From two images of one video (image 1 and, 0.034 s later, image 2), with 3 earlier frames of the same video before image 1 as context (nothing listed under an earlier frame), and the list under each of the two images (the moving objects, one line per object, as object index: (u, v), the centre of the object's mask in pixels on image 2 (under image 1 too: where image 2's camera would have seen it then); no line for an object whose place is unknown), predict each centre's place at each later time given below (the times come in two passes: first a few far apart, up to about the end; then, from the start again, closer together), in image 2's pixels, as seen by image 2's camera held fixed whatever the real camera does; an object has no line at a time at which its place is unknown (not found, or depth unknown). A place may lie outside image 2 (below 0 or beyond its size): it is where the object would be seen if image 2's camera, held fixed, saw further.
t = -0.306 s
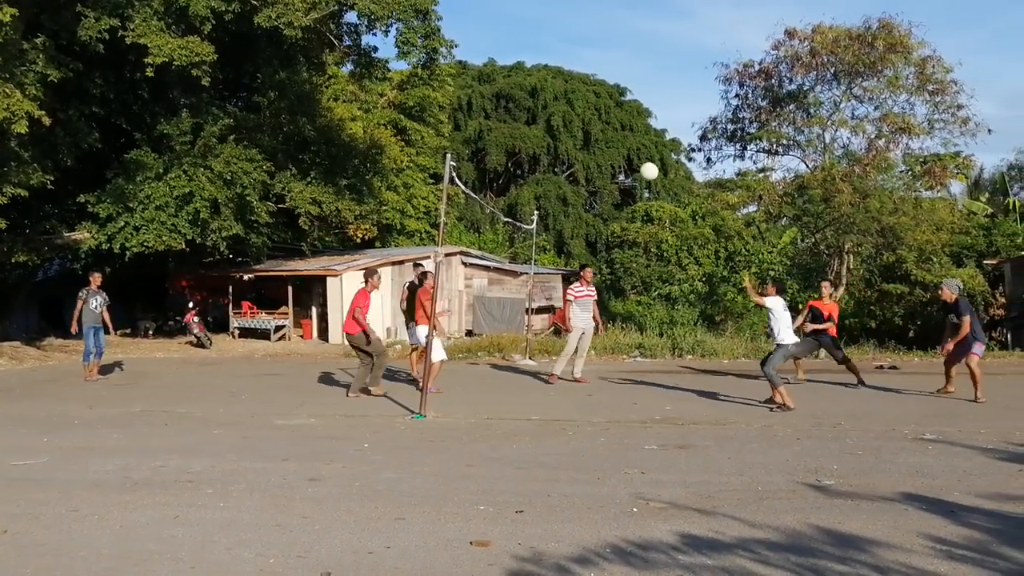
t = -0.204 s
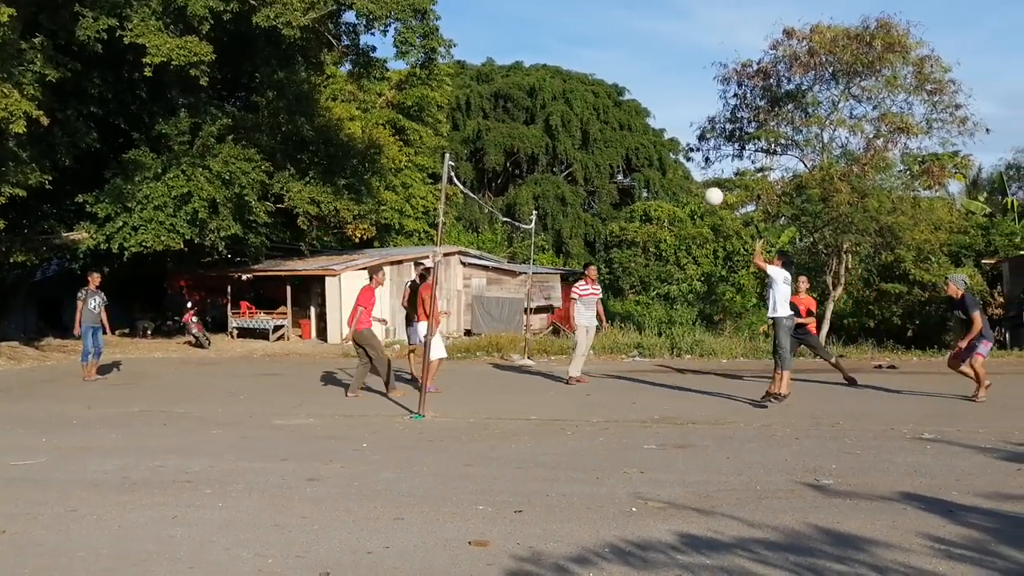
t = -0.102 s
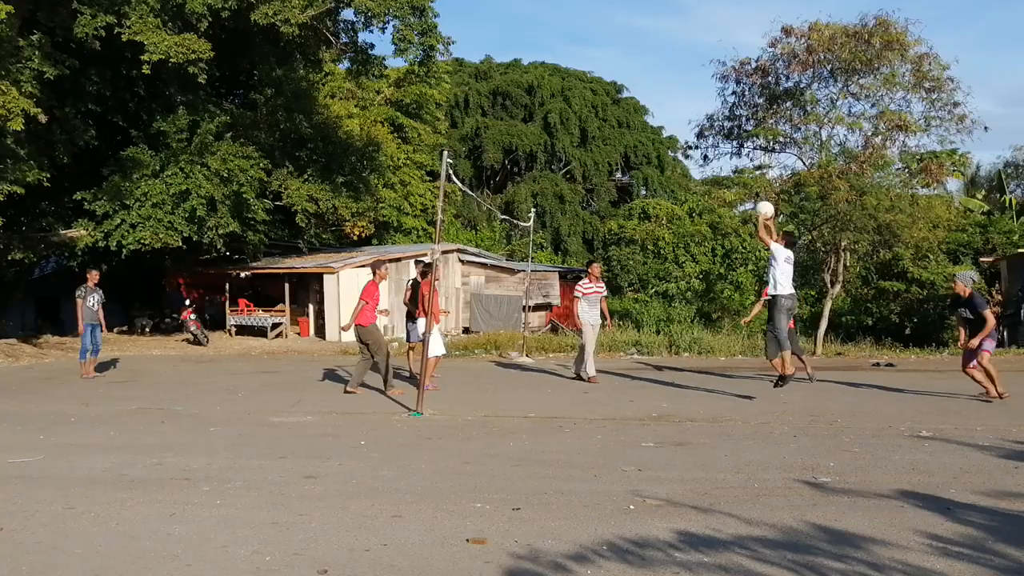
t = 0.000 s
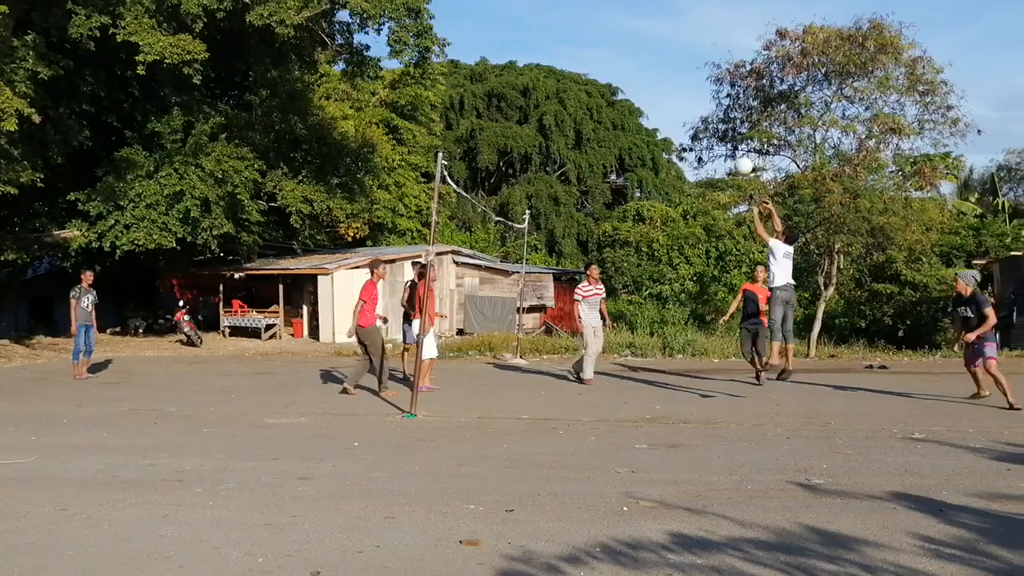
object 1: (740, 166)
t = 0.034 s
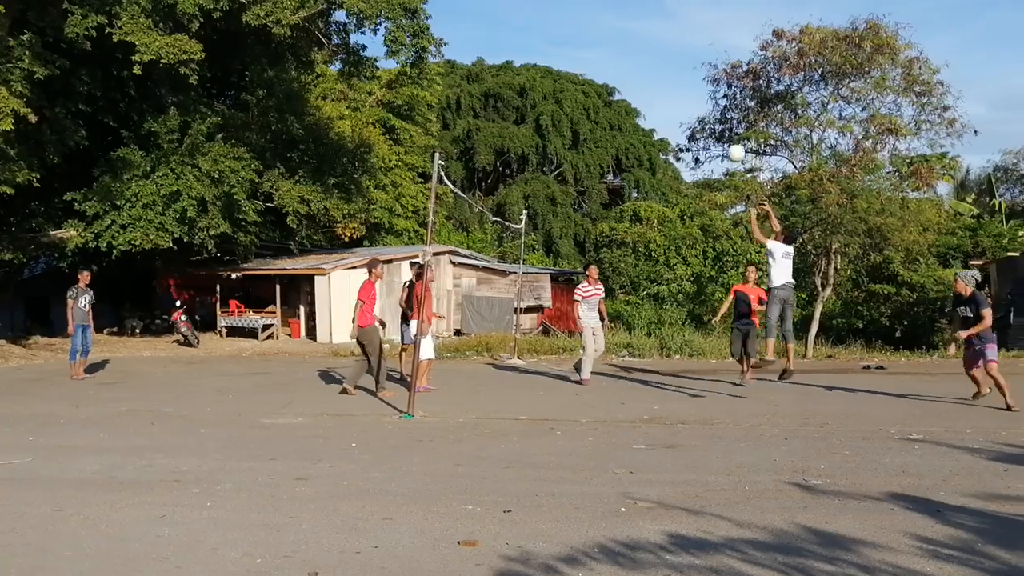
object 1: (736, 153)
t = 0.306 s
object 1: (700, 89)
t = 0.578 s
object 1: (672, 90)
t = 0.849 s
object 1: (649, 141)
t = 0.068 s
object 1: (731, 142)
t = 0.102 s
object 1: (726, 131)
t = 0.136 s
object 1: (722, 121)
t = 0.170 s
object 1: (717, 113)
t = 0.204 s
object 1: (713, 106)
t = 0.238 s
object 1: (708, 99)
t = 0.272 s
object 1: (704, 94)
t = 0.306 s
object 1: (700, 89)
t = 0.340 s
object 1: (696, 86)
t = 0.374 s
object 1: (693, 84)
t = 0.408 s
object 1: (689, 83)
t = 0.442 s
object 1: (686, 83)
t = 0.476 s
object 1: (682, 83)
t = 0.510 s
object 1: (679, 84)
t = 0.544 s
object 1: (675, 87)
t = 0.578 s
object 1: (672, 90)
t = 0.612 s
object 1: (669, 94)
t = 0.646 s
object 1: (666, 98)
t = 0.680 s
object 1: (663, 104)
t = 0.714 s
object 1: (659, 110)
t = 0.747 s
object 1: (657, 117)
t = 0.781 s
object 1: (655, 124)
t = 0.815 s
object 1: (651, 132)
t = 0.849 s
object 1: (649, 141)
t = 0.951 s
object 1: (641, 173)
